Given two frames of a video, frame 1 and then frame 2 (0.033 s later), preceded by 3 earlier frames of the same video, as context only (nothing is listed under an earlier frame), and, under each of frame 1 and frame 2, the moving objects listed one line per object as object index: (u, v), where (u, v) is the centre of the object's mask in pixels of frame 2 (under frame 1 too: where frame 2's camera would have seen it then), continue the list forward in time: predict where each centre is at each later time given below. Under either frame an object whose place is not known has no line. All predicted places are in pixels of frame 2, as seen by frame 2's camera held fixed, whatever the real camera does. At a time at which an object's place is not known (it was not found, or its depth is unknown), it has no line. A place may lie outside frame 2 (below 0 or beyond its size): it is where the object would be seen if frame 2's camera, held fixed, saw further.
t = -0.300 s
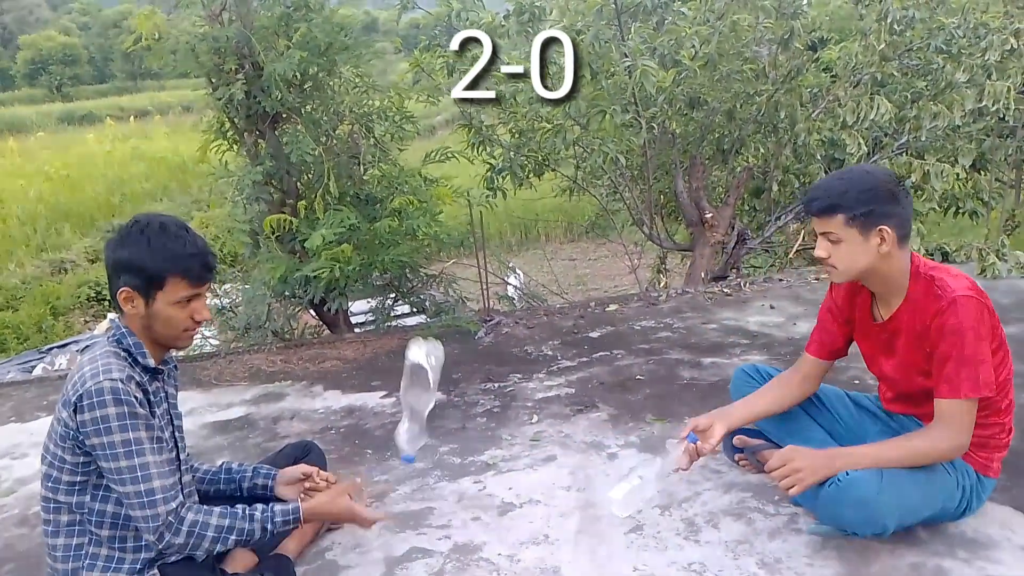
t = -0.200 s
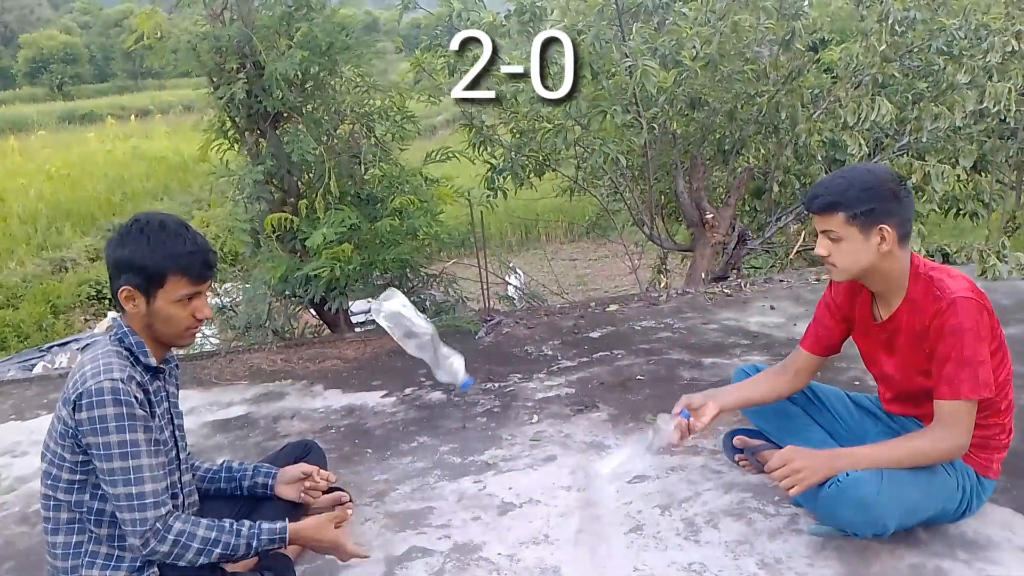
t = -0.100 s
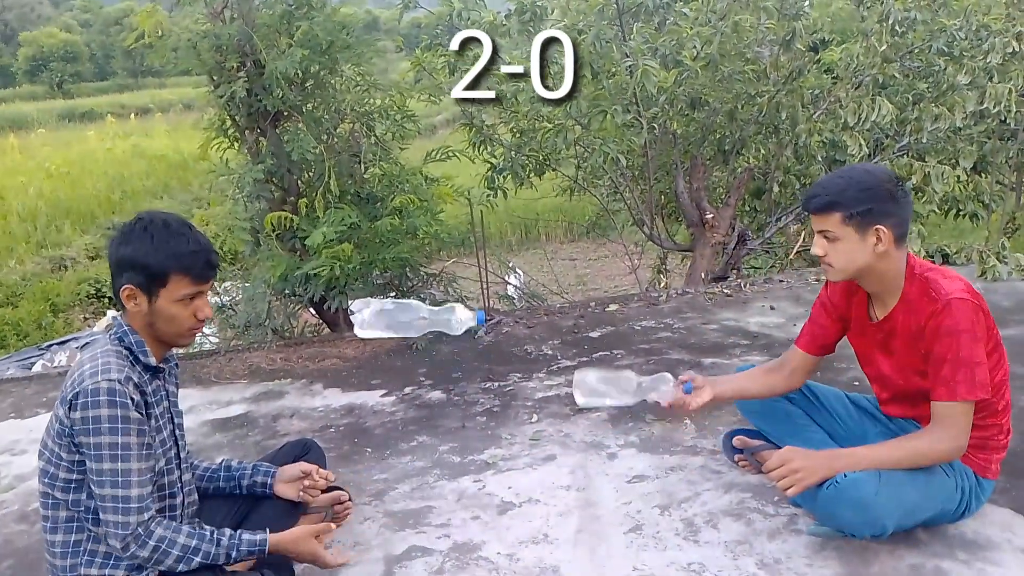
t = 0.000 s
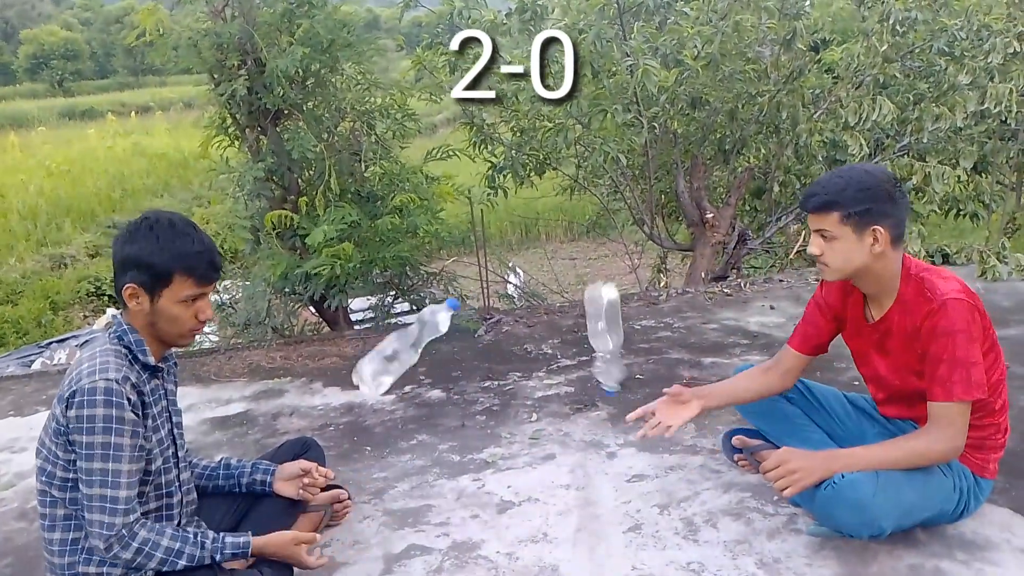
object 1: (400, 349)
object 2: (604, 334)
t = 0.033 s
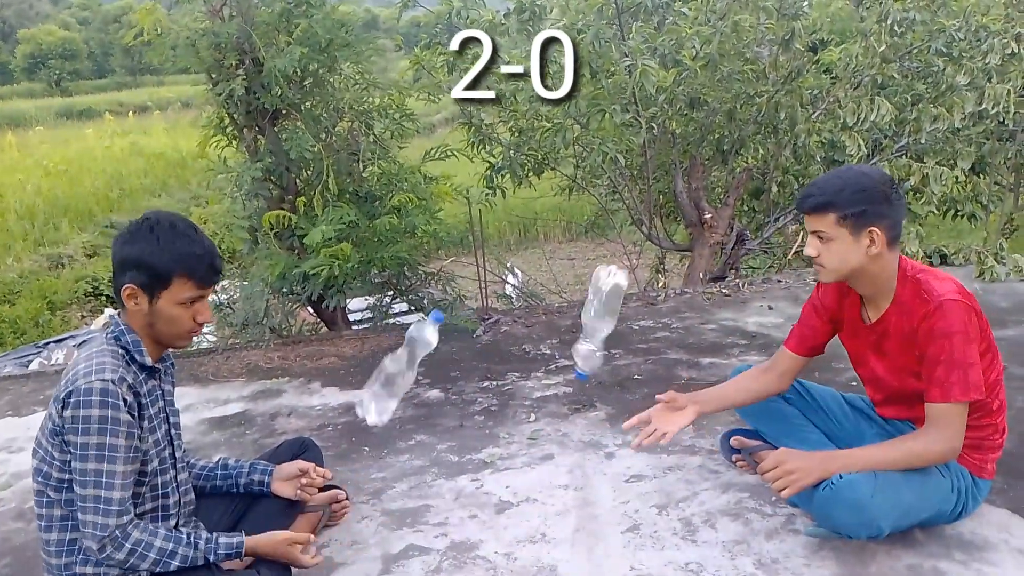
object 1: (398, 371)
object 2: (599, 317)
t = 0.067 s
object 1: (397, 399)
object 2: (598, 303)
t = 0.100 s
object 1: (396, 431)
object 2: (600, 295)
